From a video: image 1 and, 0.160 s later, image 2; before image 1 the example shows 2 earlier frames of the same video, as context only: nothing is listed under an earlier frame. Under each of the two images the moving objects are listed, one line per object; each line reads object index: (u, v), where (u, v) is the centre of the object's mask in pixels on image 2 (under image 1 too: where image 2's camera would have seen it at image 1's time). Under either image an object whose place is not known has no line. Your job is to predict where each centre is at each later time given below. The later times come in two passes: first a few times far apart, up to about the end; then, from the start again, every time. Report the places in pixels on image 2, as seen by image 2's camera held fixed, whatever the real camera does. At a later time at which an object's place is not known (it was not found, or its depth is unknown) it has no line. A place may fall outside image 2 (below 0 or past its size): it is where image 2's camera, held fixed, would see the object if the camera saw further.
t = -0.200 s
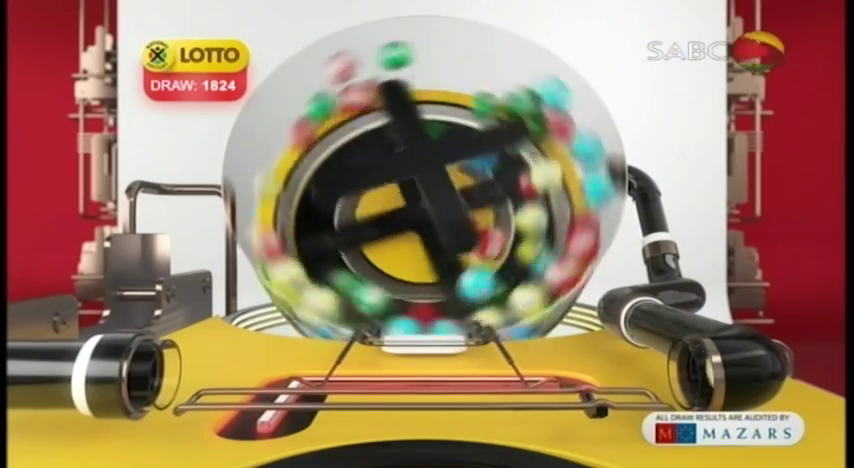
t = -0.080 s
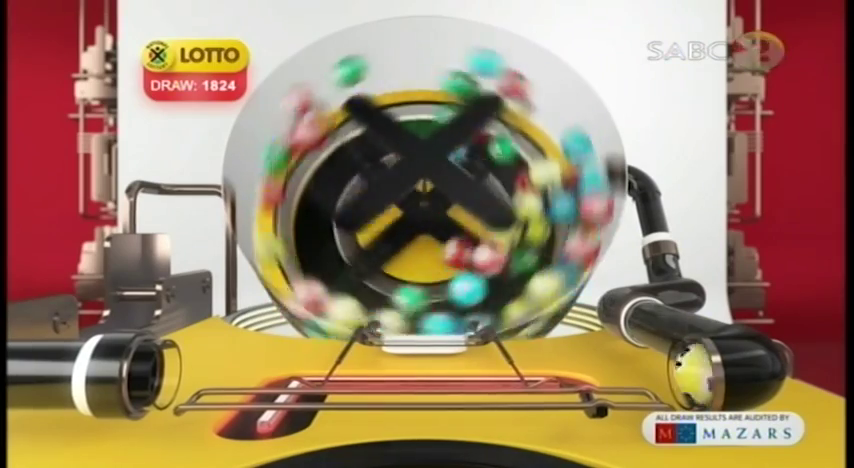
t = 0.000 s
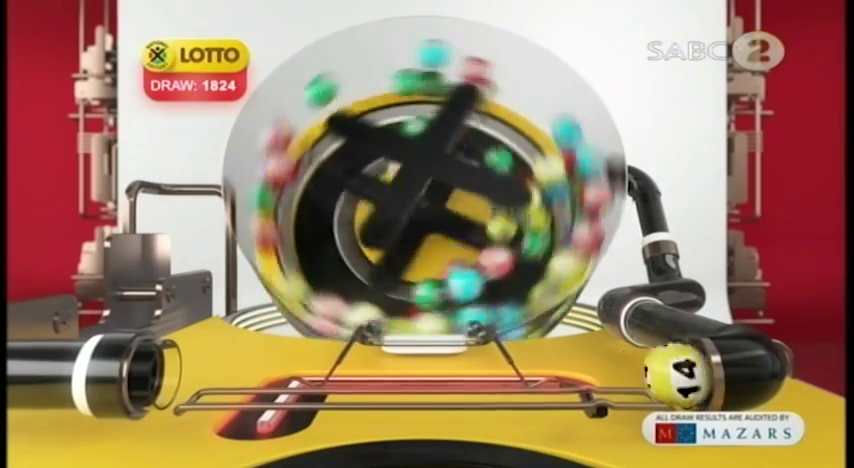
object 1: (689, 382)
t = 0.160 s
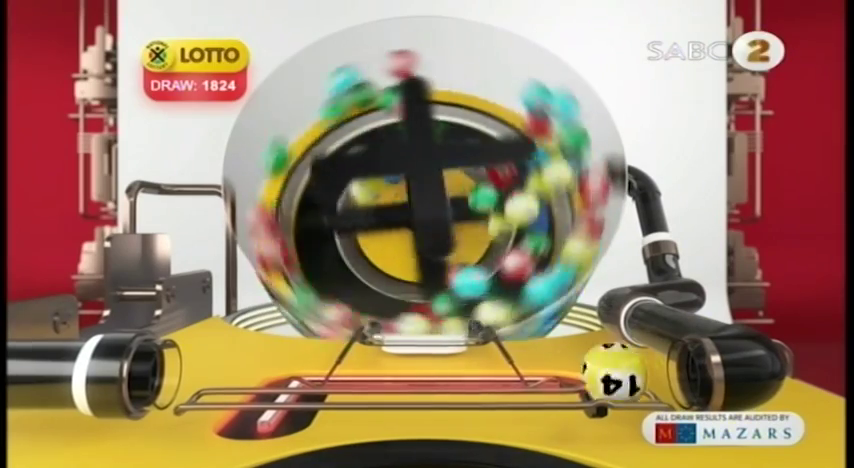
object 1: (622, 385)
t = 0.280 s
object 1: (577, 384)
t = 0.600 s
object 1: (446, 380)
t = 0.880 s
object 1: (345, 382)
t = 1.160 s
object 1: (271, 381)
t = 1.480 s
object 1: (216, 381)
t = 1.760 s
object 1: (209, 380)
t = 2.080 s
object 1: (209, 380)
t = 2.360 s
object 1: (209, 379)
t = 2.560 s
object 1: (209, 379)
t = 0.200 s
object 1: (606, 385)
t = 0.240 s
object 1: (592, 385)
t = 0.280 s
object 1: (577, 384)
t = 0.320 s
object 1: (563, 382)
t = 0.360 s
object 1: (546, 381)
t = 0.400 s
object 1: (529, 381)
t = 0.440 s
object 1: (509, 382)
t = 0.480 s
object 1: (493, 382)
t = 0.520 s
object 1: (477, 381)
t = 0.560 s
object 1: (461, 381)
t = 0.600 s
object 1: (446, 380)
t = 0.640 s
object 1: (431, 380)
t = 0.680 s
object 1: (415, 379)
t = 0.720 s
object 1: (400, 380)
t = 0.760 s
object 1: (384, 382)
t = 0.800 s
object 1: (368, 383)
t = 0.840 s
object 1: (356, 384)
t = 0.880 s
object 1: (345, 382)
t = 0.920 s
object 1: (334, 383)
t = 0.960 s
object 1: (323, 382)
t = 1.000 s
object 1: (311, 384)
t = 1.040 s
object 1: (299, 384)
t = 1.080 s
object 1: (289, 383)
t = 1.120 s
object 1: (280, 383)
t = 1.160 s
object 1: (271, 381)
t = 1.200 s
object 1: (260, 382)
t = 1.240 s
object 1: (250, 383)
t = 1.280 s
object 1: (241, 383)
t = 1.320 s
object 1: (233, 383)
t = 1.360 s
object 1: (228, 383)
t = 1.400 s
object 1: (223, 383)
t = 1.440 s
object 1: (220, 382)
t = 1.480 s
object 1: (216, 381)
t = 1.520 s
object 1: (213, 381)
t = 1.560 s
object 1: (211, 380)
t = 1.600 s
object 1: (210, 380)
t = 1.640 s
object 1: (209, 380)
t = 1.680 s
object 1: (209, 380)
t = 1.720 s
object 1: (209, 380)
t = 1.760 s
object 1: (209, 380)
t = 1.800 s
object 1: (210, 380)
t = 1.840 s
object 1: (209, 380)
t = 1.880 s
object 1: (209, 380)
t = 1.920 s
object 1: (209, 380)
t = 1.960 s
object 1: (209, 380)
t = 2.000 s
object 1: (209, 380)
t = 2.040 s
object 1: (209, 380)
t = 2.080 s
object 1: (209, 380)
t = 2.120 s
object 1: (209, 380)
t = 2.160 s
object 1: (209, 380)
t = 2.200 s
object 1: (209, 380)
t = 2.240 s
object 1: (209, 380)
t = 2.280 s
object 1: (209, 380)
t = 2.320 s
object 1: (209, 380)
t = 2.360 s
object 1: (209, 379)
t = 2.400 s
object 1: (209, 380)
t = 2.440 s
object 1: (209, 380)
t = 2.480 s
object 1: (209, 379)
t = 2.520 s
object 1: (209, 380)
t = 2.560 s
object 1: (209, 379)
